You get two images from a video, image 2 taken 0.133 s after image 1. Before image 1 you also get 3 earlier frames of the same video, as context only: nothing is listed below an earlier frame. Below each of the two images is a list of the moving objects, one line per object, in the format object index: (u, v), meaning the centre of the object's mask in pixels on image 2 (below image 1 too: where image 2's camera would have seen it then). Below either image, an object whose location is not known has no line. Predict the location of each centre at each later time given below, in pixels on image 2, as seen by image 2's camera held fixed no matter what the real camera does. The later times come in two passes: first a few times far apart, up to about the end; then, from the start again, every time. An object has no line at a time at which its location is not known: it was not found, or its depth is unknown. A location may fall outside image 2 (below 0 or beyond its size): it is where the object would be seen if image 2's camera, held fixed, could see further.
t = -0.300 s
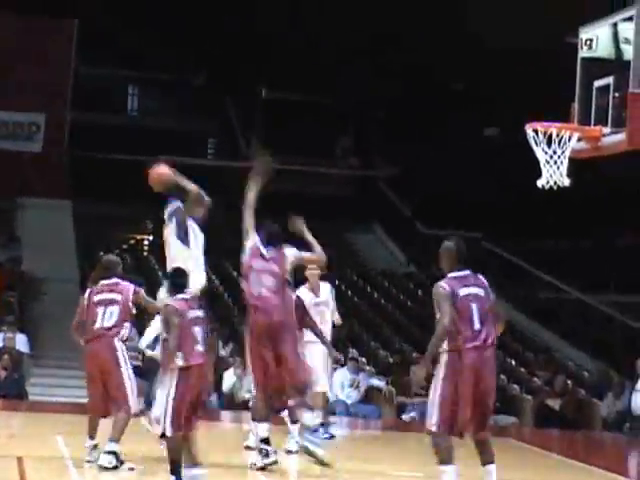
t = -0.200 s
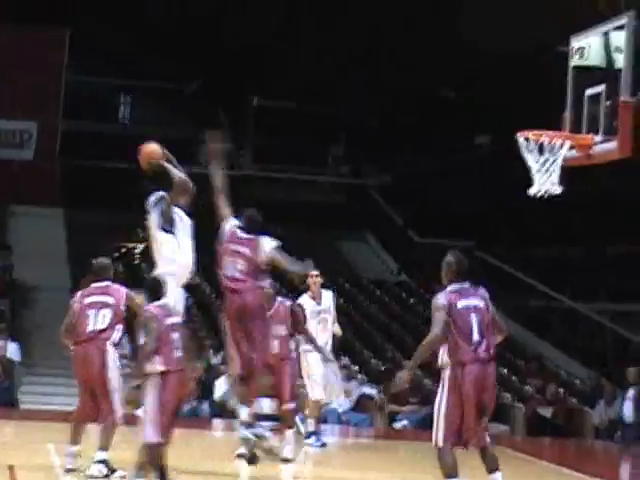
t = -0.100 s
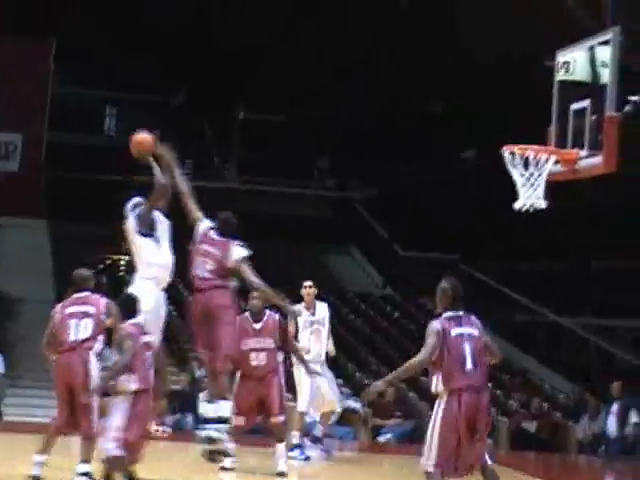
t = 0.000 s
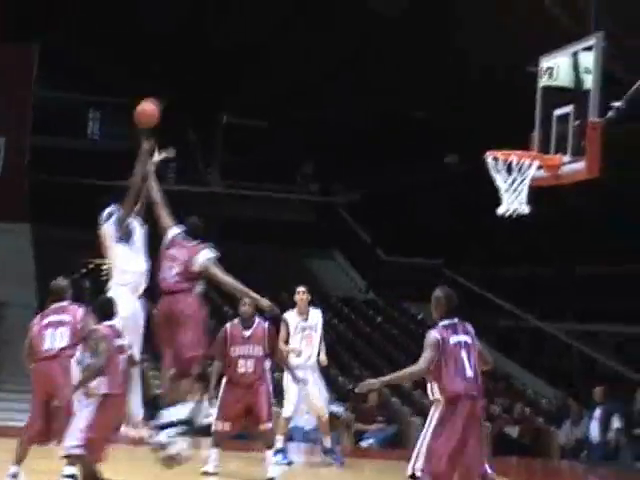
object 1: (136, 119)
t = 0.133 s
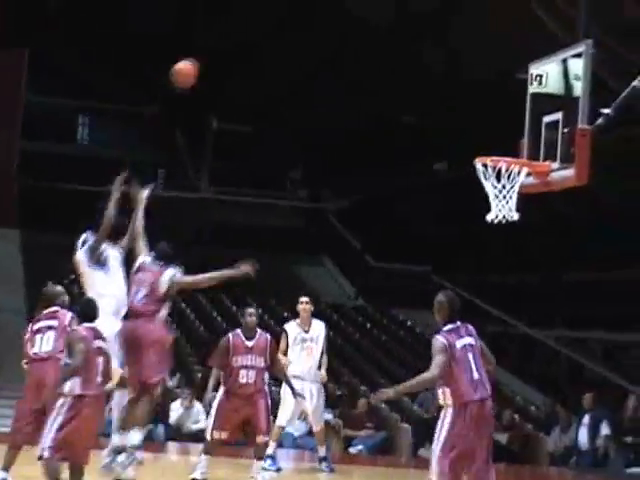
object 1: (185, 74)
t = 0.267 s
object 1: (232, 47)
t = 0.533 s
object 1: (325, 50)
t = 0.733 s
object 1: (393, 106)
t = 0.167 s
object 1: (197, 65)
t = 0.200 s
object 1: (208, 59)
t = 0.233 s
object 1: (220, 52)
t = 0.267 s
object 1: (232, 47)
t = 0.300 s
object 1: (244, 44)
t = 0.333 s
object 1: (256, 41)
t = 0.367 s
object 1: (267, 40)
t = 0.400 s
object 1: (279, 39)
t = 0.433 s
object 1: (290, 40)
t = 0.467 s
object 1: (302, 43)
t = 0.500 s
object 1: (314, 46)
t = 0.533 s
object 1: (325, 50)
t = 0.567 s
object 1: (336, 56)
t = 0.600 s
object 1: (347, 63)
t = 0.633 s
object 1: (359, 72)
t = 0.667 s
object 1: (370, 82)
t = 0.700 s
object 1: (382, 93)
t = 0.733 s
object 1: (393, 106)
